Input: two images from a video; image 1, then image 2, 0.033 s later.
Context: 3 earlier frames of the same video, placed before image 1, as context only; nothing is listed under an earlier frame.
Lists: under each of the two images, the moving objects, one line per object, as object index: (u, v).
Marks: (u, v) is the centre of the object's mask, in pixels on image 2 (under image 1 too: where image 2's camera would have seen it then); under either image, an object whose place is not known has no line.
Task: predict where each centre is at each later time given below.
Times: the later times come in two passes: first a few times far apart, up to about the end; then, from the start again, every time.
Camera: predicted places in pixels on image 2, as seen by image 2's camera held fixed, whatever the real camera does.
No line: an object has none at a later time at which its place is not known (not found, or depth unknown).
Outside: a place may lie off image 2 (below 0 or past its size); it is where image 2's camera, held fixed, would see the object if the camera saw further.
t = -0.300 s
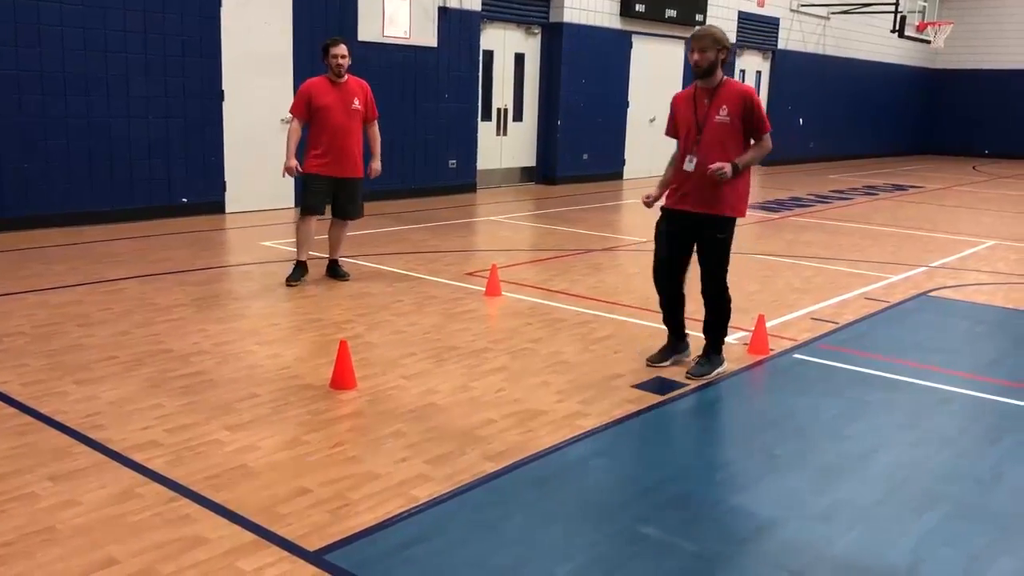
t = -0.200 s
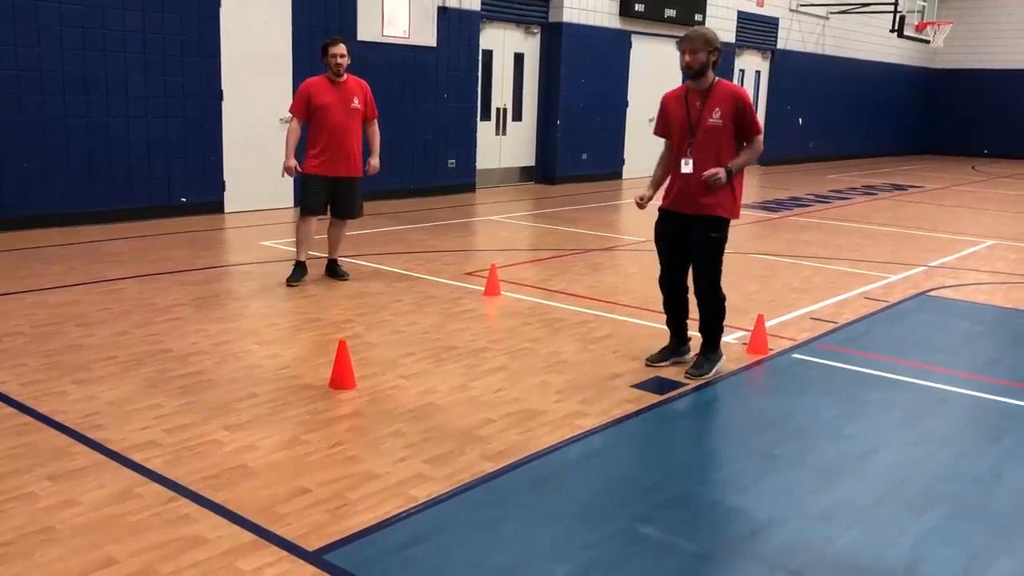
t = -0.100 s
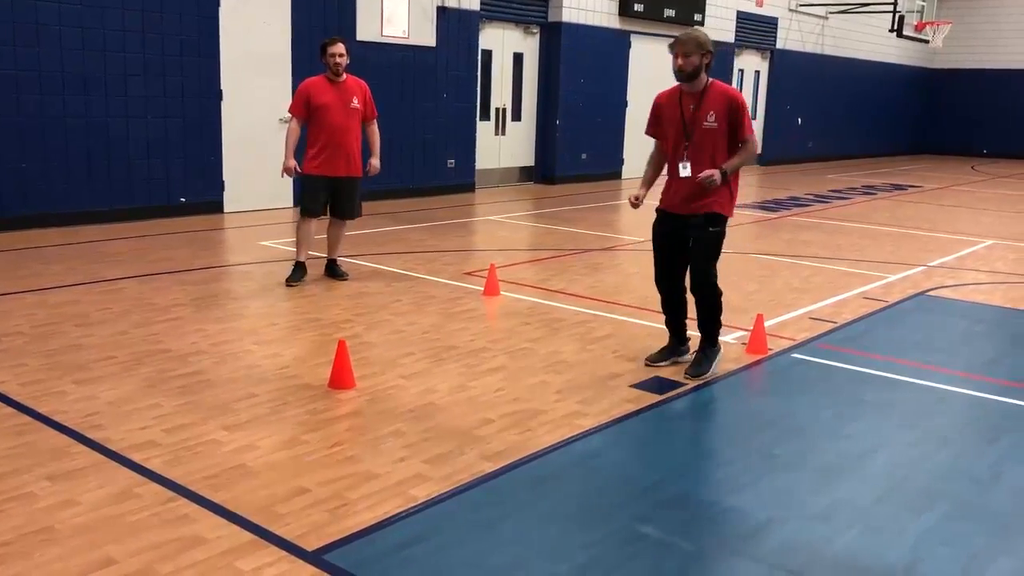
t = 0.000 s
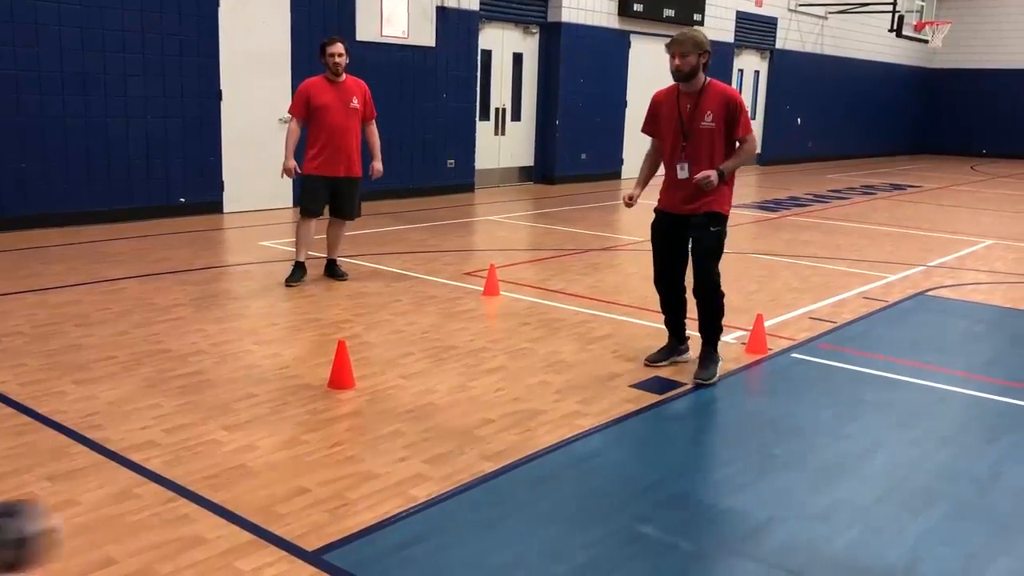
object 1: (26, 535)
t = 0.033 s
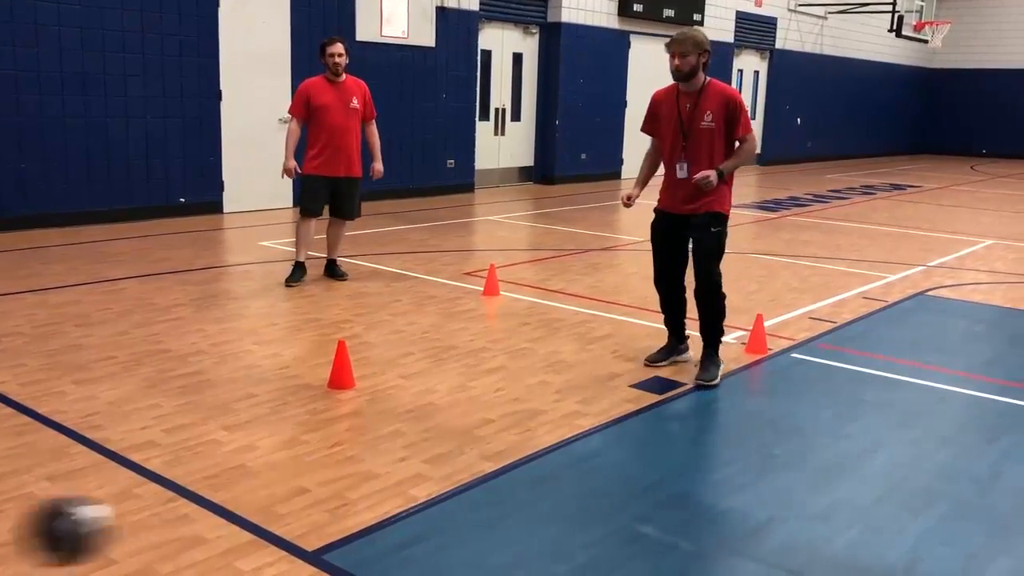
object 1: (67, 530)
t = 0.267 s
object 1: (273, 467)
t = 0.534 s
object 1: (393, 443)
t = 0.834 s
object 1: (491, 412)
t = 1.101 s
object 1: (561, 394)
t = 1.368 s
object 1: (619, 376)
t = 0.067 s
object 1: (119, 527)
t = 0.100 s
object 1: (166, 529)
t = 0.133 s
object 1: (200, 528)
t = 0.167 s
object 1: (222, 503)
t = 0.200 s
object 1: (239, 489)
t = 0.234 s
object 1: (256, 476)
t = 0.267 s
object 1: (273, 467)
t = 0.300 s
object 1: (290, 461)
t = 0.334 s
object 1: (305, 459)
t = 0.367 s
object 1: (321, 459)
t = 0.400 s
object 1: (336, 463)
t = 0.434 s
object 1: (351, 468)
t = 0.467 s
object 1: (367, 467)
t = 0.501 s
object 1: (380, 453)
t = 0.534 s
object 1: (393, 443)
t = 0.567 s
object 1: (405, 436)
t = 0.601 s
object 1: (417, 433)
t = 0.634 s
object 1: (427, 432)
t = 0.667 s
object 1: (439, 434)
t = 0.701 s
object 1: (449, 440)
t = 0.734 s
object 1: (461, 429)
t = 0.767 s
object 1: (472, 420)
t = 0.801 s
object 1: (481, 415)
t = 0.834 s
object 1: (491, 412)
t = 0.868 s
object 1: (501, 413)
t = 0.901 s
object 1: (509, 416)
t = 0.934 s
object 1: (519, 409)
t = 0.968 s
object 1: (528, 403)
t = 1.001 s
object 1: (537, 400)
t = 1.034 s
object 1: (545, 399)
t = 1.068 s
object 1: (553, 400)
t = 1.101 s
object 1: (561, 394)
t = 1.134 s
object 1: (569, 390)
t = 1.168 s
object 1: (577, 390)
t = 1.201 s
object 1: (584, 390)
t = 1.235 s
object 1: (591, 385)
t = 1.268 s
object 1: (598, 382)
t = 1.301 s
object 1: (605, 382)
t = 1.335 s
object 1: (612, 379)
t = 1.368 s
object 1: (619, 376)
